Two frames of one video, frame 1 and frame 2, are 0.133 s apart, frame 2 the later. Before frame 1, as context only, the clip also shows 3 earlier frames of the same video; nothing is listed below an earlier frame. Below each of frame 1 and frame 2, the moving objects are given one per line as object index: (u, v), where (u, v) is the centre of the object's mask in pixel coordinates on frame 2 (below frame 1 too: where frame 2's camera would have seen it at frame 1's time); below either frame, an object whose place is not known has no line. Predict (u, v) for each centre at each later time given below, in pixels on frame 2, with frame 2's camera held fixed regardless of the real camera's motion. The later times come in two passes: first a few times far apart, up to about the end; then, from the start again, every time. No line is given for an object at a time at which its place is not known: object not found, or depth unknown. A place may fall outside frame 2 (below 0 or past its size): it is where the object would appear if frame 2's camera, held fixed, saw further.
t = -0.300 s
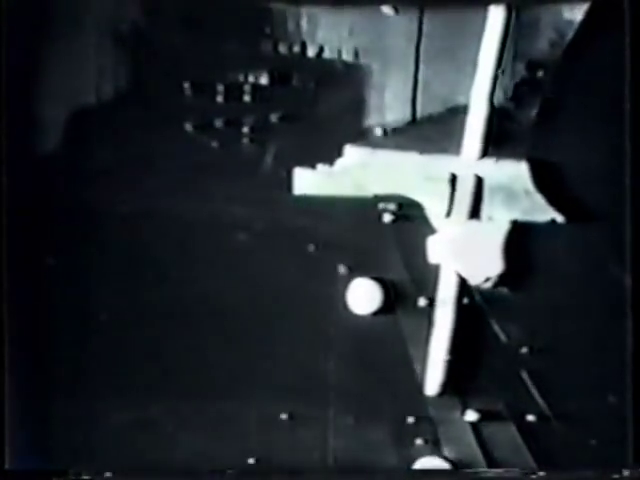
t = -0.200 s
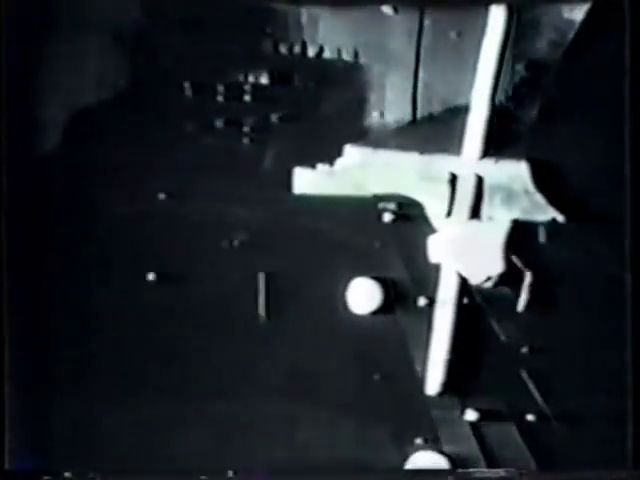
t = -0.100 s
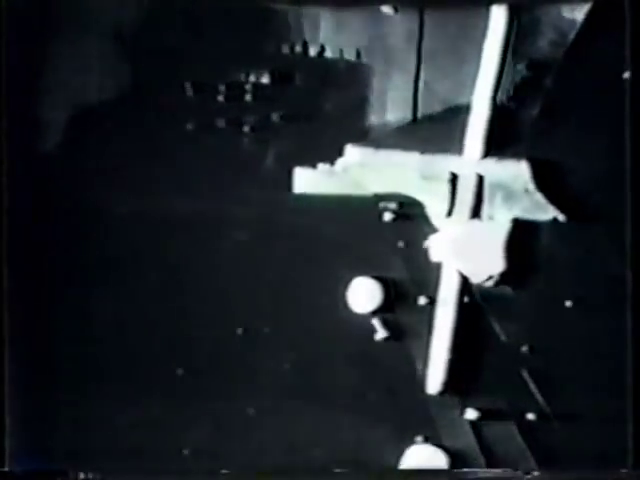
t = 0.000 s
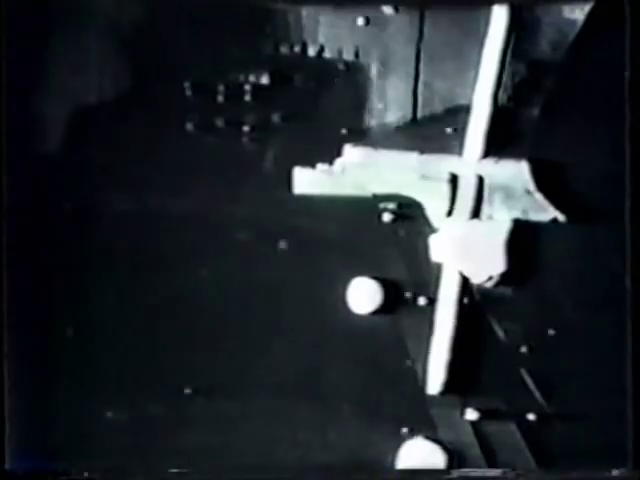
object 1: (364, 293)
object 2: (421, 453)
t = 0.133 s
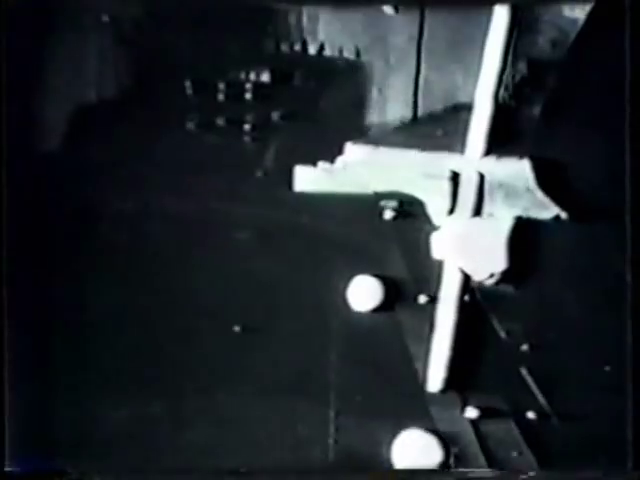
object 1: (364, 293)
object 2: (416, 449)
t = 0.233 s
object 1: (365, 293)
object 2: (414, 446)
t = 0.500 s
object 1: (365, 293)
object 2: (408, 430)
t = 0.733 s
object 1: (365, 293)
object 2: (404, 414)
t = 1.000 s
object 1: (365, 293)
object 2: (401, 395)
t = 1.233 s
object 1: (364, 293)
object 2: (400, 379)
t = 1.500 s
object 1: (364, 293)
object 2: (395, 362)
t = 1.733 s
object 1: (364, 293)
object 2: (390, 348)
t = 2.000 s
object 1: (364, 293)
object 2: (385, 333)
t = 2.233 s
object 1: (363, 292)
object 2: (380, 322)
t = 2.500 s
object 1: (361, 289)
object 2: (378, 312)
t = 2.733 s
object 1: (357, 287)
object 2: (379, 303)
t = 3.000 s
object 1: (350, 278)
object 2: (377, 299)
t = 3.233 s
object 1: (345, 272)
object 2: (373, 296)
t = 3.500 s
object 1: (338, 265)
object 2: (368, 293)
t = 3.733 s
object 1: (332, 260)
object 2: (365, 290)
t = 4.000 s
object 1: (326, 254)
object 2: (360, 286)
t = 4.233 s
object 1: (321, 250)
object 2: (358, 285)
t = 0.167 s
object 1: (364, 293)
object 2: (415, 448)
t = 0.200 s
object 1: (364, 293)
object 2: (415, 447)
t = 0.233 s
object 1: (365, 293)
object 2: (414, 446)
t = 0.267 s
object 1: (365, 292)
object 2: (413, 444)
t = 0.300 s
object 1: (365, 292)
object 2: (413, 442)
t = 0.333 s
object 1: (365, 293)
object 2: (412, 441)
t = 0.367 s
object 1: (365, 293)
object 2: (411, 439)
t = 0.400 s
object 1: (365, 293)
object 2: (410, 436)
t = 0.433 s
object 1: (365, 293)
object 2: (410, 434)
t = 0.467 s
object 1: (365, 293)
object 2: (409, 432)
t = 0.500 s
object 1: (365, 293)
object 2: (408, 430)
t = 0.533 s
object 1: (365, 293)
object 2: (408, 428)
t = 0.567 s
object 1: (365, 293)
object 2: (407, 425)
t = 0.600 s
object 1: (365, 293)
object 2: (407, 423)
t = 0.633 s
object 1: (365, 293)
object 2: (406, 421)
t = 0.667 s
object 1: (365, 293)
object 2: (405, 418)
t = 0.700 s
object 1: (365, 292)
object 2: (404, 416)
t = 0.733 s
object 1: (365, 293)
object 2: (404, 414)
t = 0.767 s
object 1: (365, 293)
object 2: (404, 412)
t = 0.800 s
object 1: (365, 293)
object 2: (404, 410)
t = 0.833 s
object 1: (365, 293)
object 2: (403, 408)
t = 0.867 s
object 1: (365, 293)
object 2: (403, 406)
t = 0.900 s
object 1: (365, 293)
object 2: (402, 403)
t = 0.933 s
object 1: (365, 293)
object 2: (402, 400)
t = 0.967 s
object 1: (365, 293)
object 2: (401, 398)
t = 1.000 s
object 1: (365, 293)
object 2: (401, 395)
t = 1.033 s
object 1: (364, 293)
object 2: (402, 394)
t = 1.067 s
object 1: (364, 293)
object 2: (401, 391)
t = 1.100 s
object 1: (364, 293)
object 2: (401, 389)
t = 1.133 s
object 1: (364, 293)
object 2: (400, 386)
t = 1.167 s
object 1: (365, 293)
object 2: (400, 384)
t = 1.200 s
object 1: (364, 293)
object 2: (400, 382)
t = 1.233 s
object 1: (364, 293)
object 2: (400, 379)
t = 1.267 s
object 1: (364, 293)
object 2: (400, 377)
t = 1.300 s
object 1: (364, 293)
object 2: (399, 375)
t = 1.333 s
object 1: (365, 293)
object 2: (399, 373)
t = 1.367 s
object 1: (364, 293)
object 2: (398, 371)
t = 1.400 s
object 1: (364, 293)
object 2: (398, 368)
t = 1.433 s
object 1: (364, 293)
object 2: (397, 366)
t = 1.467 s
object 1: (364, 293)
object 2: (396, 364)
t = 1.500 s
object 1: (364, 293)
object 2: (395, 362)
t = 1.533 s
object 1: (364, 293)
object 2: (395, 360)
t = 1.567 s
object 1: (364, 293)
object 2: (394, 358)
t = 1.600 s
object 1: (364, 293)
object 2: (393, 355)
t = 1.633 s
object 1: (364, 293)
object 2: (392, 354)
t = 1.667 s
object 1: (364, 293)
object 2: (392, 352)
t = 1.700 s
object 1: (364, 293)
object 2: (391, 351)
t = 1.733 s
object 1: (364, 293)
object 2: (390, 348)
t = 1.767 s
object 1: (364, 293)
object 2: (389, 346)
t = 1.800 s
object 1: (364, 293)
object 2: (389, 344)
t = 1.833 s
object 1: (364, 292)
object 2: (388, 342)
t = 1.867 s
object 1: (364, 293)
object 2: (388, 341)
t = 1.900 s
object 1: (364, 293)
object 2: (387, 339)
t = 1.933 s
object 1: (364, 293)
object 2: (387, 337)
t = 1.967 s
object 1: (365, 293)
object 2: (386, 335)
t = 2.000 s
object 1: (364, 293)
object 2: (385, 333)
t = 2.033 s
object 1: (364, 292)
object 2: (385, 331)
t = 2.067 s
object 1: (364, 293)
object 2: (384, 330)
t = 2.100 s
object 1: (364, 293)
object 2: (384, 328)
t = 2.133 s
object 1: (364, 293)
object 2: (383, 327)
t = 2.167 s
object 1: (363, 293)
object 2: (382, 325)
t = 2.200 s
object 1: (364, 292)
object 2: (382, 323)
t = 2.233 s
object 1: (363, 292)
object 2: (380, 322)
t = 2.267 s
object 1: (363, 292)
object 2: (380, 321)
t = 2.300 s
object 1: (364, 292)
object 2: (380, 319)
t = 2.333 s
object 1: (363, 292)
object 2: (380, 318)
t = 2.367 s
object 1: (363, 291)
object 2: (380, 317)
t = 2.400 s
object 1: (362, 290)
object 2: (379, 315)
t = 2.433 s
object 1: (362, 290)
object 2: (379, 314)
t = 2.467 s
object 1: (362, 289)
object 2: (379, 313)
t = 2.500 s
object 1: (361, 289)
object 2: (378, 312)
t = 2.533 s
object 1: (361, 289)
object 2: (378, 310)
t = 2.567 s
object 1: (361, 289)
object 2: (378, 308)
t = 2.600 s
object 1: (360, 288)
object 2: (378, 307)
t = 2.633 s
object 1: (360, 288)
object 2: (376, 304)
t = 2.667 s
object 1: (359, 287)
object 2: (378, 304)
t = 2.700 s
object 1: (368, 295)
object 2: (379, 303)
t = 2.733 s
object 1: (357, 287)
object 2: (379, 303)
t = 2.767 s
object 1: (357, 285)
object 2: (380, 302)
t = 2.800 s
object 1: (356, 285)
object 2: (379, 301)
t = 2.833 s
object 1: (355, 284)
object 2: (379, 301)
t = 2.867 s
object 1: (355, 283)
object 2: (380, 300)
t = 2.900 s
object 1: (353, 282)
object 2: (379, 300)
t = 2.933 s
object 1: (352, 280)
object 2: (378, 299)
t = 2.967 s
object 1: (352, 279)
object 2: (378, 299)
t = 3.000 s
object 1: (350, 278)
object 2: (377, 299)
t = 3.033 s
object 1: (350, 277)
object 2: (377, 298)
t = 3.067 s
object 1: (348, 276)
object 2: (375, 298)
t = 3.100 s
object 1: (348, 276)
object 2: (375, 298)
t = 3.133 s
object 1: (347, 275)
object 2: (375, 297)
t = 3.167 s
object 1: (347, 273)
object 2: (374, 297)
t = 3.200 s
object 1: (345, 273)
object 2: (373, 297)
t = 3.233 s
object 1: (345, 272)
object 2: (373, 296)
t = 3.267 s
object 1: (344, 271)
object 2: (372, 295)
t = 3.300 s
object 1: (343, 270)
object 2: (372, 295)
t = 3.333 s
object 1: (342, 270)
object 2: (371, 295)
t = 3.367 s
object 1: (342, 269)
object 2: (371, 295)
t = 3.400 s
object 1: (340, 268)
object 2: (370, 294)
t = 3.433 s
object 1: (340, 267)
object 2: (370, 293)
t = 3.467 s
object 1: (339, 266)
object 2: (369, 293)
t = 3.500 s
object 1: (338, 265)
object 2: (368, 293)
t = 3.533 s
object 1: (338, 265)
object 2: (368, 292)
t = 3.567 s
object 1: (336, 263)
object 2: (367, 291)
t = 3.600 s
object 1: (335, 263)
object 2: (366, 291)
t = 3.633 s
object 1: (335, 263)
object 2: (366, 291)
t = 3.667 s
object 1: (334, 262)
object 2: (366, 290)
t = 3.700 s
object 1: (333, 261)
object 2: (365, 290)
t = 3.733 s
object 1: (332, 260)
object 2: (365, 290)
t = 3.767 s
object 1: (331, 260)
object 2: (364, 290)
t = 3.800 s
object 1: (330, 259)
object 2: (363, 289)
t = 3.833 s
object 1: (330, 258)
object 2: (363, 289)
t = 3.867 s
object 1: (329, 258)
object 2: (363, 289)
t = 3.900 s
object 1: (328, 256)
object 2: (362, 287)
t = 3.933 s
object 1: (328, 256)
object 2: (362, 287)
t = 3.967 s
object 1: (327, 255)
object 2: (361, 287)
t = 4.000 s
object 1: (326, 254)
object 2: (360, 286)
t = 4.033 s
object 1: (325, 253)
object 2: (360, 286)
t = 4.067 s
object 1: (324, 253)
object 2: (360, 286)
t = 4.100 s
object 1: (324, 252)
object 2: (359, 286)
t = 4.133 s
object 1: (323, 251)
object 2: (359, 285)
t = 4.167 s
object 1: (322, 251)
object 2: (359, 285)
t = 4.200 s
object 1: (322, 250)
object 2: (358, 285)
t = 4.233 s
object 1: (321, 250)
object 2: (358, 285)
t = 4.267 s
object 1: (320, 249)
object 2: (357, 284)
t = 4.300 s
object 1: (319, 248)
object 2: (357, 284)
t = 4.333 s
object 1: (318, 247)
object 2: (356, 283)
